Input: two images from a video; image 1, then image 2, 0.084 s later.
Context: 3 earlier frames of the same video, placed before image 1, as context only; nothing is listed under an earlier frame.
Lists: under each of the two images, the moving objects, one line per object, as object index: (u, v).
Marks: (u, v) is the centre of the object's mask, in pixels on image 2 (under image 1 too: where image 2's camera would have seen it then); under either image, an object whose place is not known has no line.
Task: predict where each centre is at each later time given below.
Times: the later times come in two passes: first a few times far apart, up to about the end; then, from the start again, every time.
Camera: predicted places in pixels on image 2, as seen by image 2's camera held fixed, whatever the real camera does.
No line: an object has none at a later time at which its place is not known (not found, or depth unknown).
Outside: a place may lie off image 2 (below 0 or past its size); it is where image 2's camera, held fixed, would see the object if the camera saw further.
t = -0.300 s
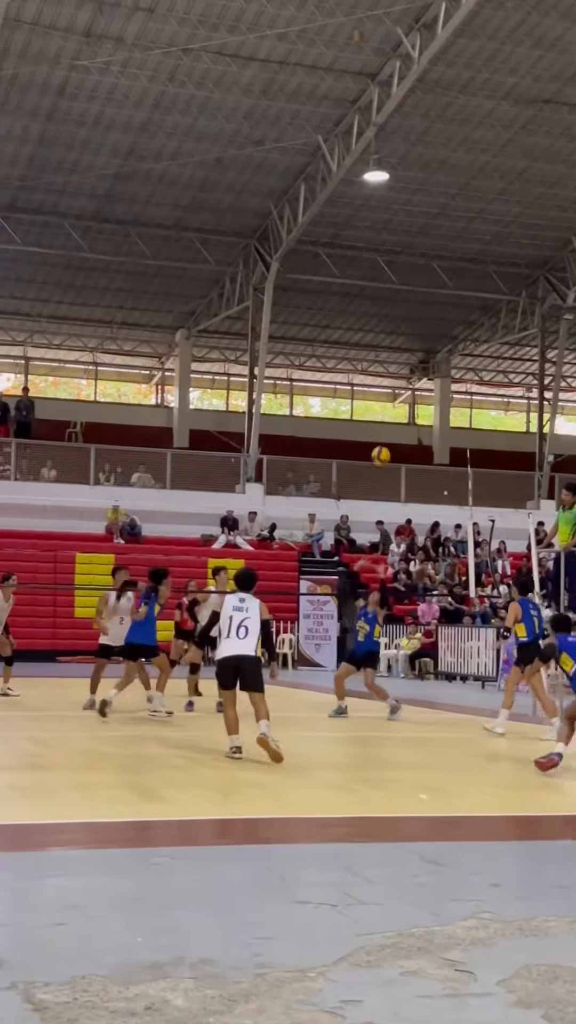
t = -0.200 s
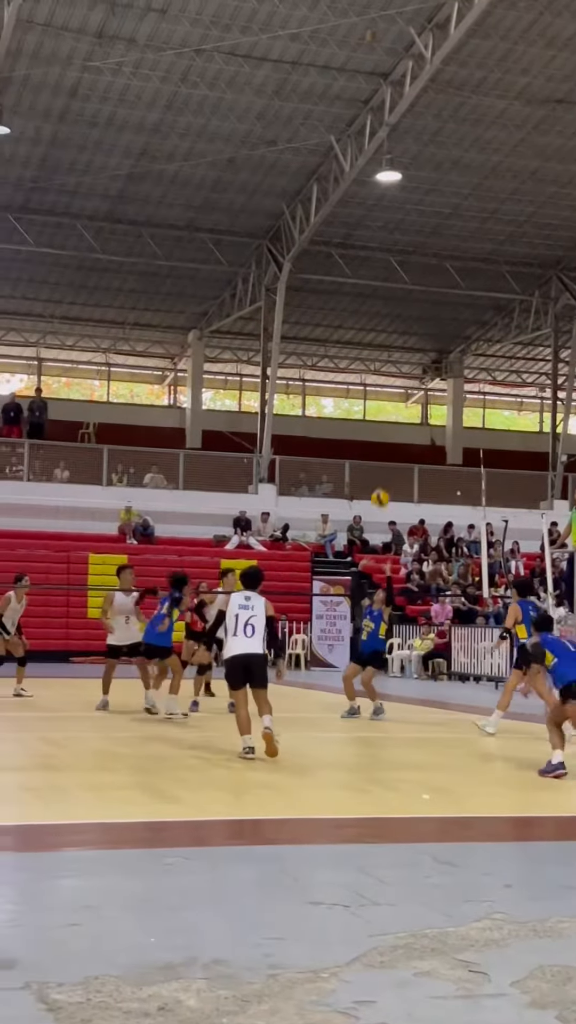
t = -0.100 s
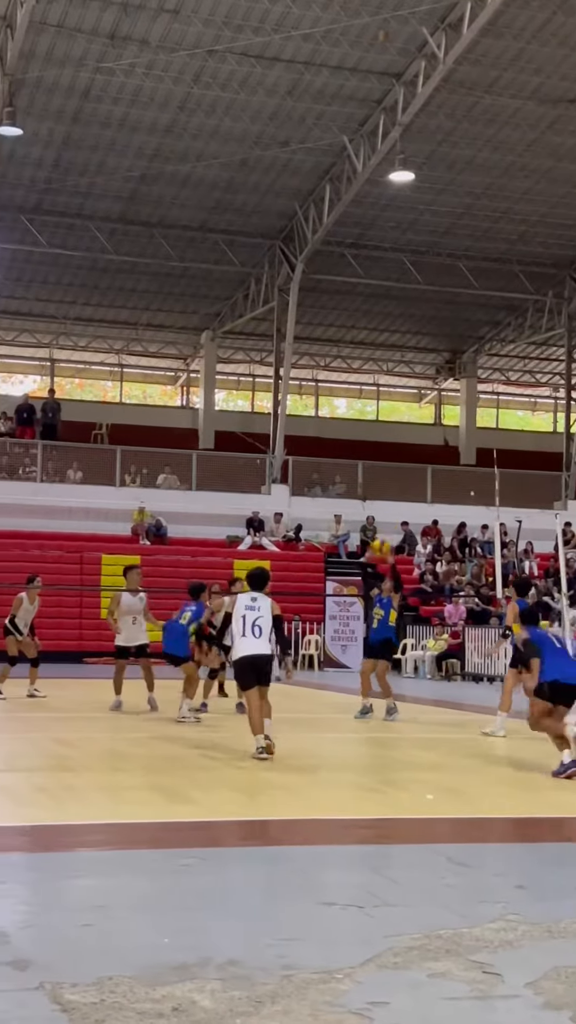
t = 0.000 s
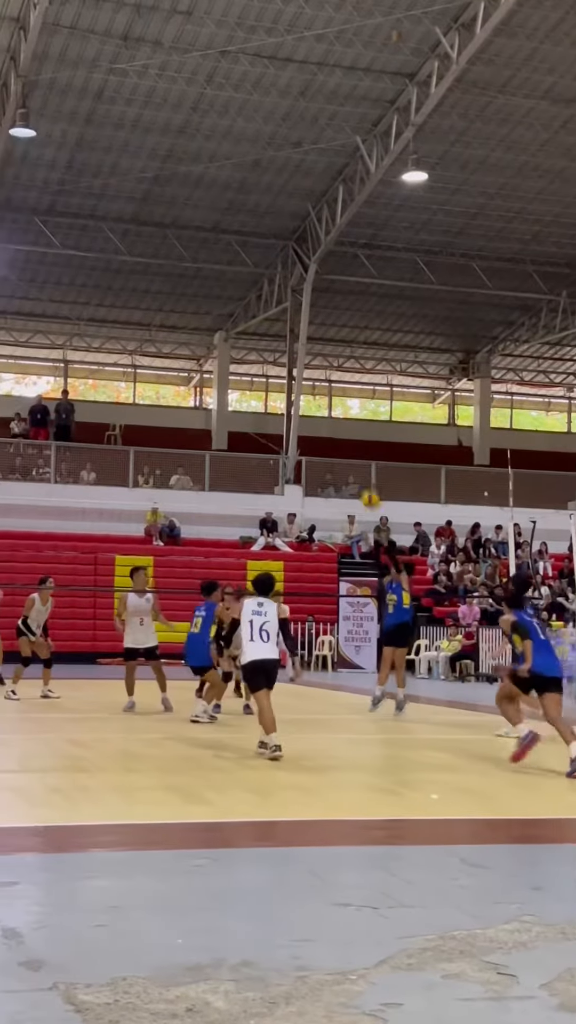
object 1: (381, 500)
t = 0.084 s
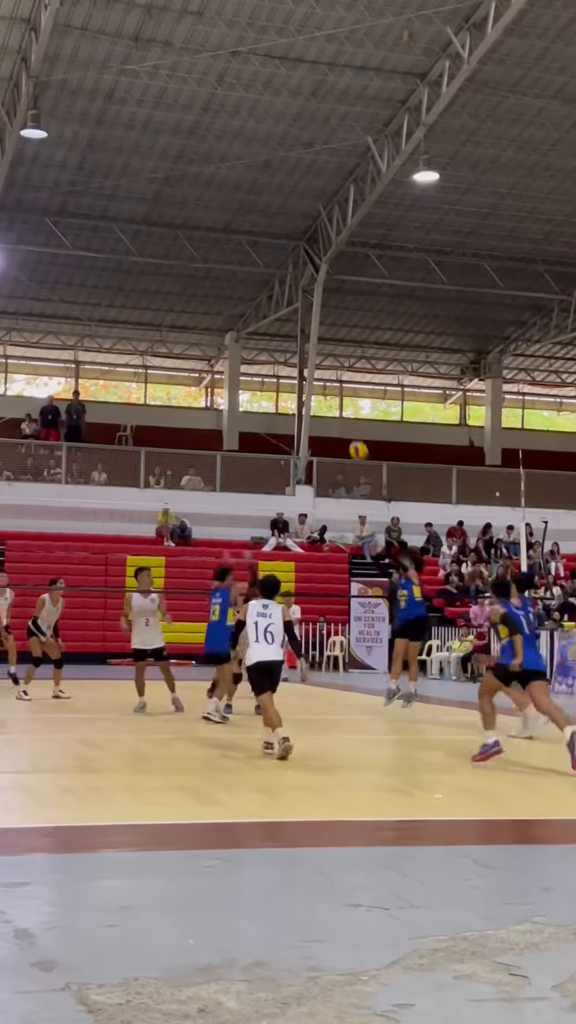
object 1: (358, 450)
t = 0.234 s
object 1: (318, 376)
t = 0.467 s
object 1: (250, 301)
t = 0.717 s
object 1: (178, 272)
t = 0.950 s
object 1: (108, 295)
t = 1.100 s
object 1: (63, 335)
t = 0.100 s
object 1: (354, 442)
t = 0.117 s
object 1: (349, 433)
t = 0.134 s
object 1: (344, 424)
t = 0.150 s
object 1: (340, 416)
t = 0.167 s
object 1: (336, 407)
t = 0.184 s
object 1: (331, 399)
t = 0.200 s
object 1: (327, 391)
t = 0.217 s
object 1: (323, 384)
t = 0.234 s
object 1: (318, 376)
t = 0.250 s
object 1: (312, 370)
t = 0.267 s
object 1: (309, 362)
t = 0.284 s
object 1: (303, 356)
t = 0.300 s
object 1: (298, 349)
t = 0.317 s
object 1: (293, 344)
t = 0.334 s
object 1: (288, 338)
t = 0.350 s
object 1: (283, 332)
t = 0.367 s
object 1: (278, 327)
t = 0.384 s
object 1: (274, 321)
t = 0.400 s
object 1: (269, 317)
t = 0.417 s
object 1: (264, 312)
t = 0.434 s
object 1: (259, 308)
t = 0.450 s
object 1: (254, 304)
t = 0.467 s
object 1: (250, 301)
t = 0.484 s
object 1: (245, 296)
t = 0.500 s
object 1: (241, 294)
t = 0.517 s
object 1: (236, 291)
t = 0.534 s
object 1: (232, 288)
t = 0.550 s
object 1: (227, 286)
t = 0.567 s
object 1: (222, 283)
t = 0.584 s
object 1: (217, 281)
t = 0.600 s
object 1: (212, 279)
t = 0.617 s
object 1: (207, 277)
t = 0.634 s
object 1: (202, 276)
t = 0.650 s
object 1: (198, 275)
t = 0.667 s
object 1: (193, 274)
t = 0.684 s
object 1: (188, 273)
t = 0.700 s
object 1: (183, 273)
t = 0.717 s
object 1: (178, 272)
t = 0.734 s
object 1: (173, 273)
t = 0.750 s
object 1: (168, 273)
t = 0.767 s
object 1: (163, 273)
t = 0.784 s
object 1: (158, 274)
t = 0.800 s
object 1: (153, 275)
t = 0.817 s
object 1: (148, 276)
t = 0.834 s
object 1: (143, 278)
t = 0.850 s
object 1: (138, 280)
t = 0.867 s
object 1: (133, 281)
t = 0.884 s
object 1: (128, 284)
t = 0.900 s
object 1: (123, 286)
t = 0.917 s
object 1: (118, 289)
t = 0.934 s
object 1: (112, 293)
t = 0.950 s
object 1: (108, 295)
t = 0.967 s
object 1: (103, 299)
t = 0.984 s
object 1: (97, 302)
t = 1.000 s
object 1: (92, 307)
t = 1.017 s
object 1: (87, 311)
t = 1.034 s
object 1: (83, 316)
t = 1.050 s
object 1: (78, 320)
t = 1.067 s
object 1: (73, 325)
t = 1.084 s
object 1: (69, 327)
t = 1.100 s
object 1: (63, 335)
